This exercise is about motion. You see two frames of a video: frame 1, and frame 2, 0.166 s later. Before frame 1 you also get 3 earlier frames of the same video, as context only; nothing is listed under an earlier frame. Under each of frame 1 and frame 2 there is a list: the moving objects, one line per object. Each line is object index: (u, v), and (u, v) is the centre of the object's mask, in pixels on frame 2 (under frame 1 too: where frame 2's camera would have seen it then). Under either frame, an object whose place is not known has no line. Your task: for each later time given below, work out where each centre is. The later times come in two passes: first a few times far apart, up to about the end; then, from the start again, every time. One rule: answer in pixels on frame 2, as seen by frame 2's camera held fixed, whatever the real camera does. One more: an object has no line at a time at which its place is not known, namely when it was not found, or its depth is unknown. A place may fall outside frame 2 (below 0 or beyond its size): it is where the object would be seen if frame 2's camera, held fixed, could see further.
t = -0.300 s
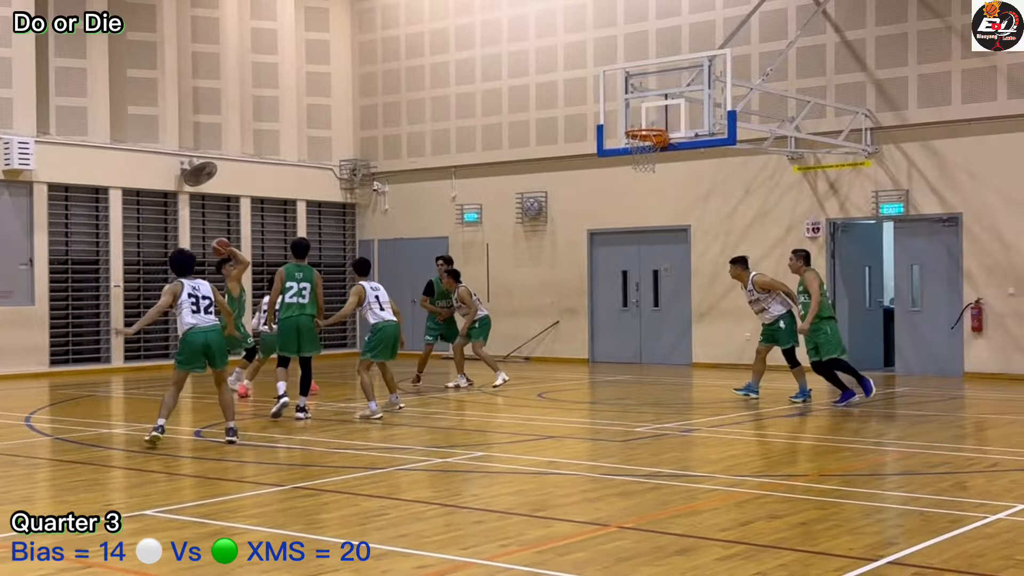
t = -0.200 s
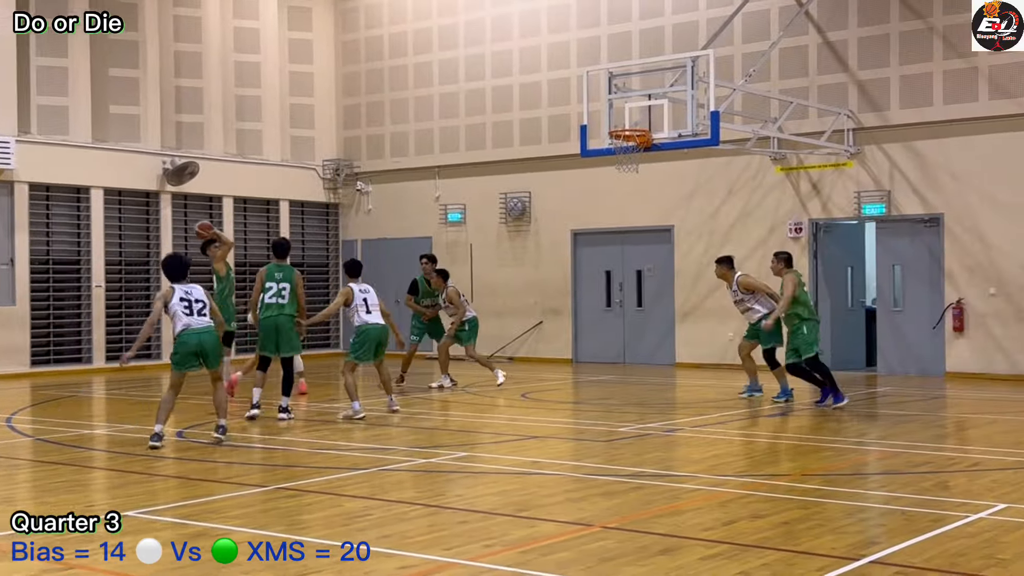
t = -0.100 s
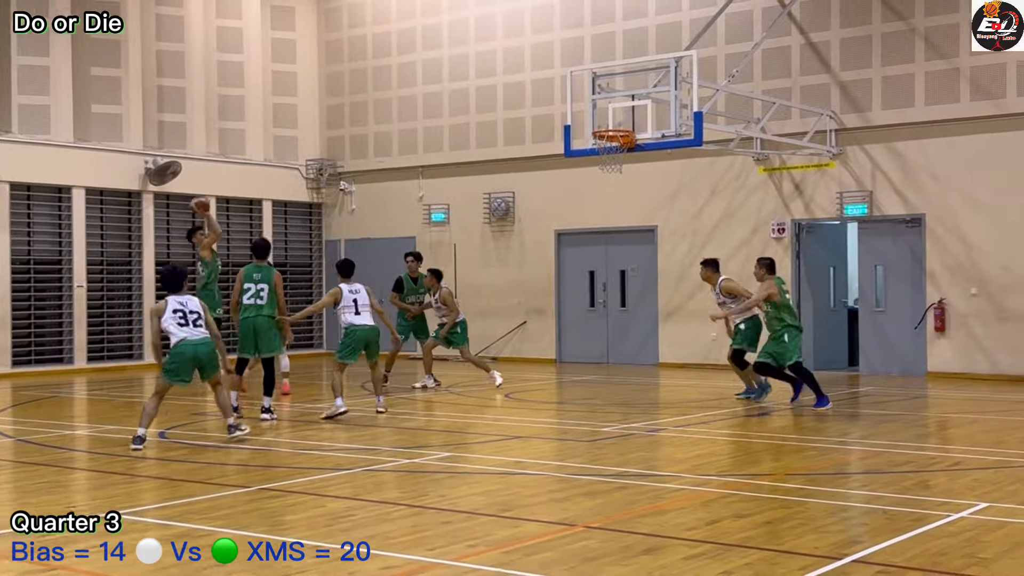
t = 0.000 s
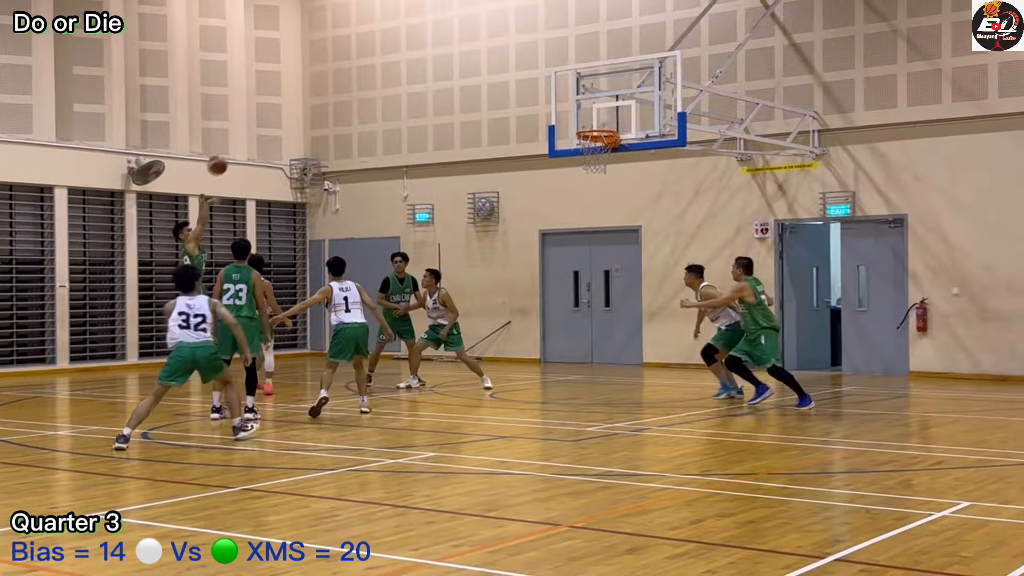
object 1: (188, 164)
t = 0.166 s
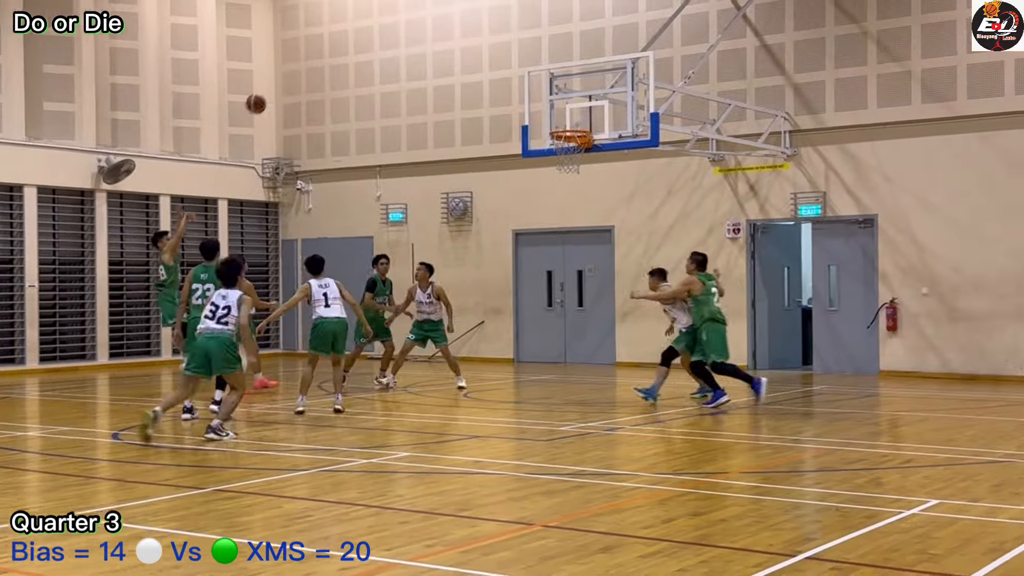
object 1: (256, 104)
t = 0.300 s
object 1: (309, 72)
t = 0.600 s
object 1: (429, 51)
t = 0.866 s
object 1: (537, 94)
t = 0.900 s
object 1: (550, 103)
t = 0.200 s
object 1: (269, 95)
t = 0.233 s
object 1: (282, 86)
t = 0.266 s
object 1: (296, 78)
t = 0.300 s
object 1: (309, 72)
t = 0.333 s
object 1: (322, 66)
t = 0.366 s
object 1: (336, 61)
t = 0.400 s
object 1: (349, 57)
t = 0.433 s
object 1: (362, 54)
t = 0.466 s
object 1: (376, 51)
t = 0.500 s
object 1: (389, 50)
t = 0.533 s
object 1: (402, 49)
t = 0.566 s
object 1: (416, 49)
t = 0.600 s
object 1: (429, 51)
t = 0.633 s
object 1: (443, 53)
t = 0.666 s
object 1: (456, 56)
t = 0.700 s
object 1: (470, 60)
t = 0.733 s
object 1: (483, 65)
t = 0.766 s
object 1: (497, 71)
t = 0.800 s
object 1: (510, 78)
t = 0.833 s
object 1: (524, 85)
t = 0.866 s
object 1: (537, 94)
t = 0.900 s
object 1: (550, 103)
